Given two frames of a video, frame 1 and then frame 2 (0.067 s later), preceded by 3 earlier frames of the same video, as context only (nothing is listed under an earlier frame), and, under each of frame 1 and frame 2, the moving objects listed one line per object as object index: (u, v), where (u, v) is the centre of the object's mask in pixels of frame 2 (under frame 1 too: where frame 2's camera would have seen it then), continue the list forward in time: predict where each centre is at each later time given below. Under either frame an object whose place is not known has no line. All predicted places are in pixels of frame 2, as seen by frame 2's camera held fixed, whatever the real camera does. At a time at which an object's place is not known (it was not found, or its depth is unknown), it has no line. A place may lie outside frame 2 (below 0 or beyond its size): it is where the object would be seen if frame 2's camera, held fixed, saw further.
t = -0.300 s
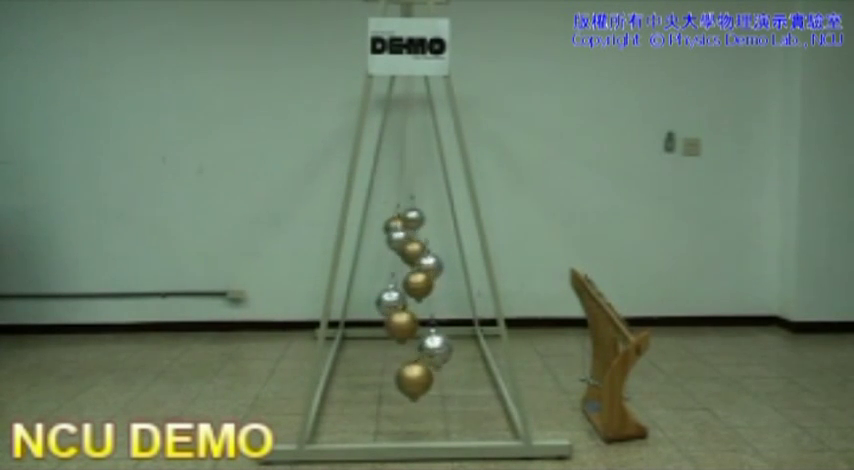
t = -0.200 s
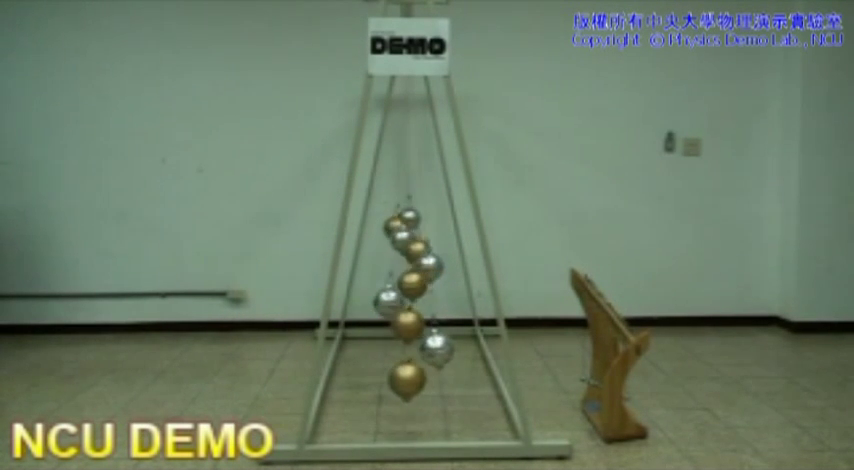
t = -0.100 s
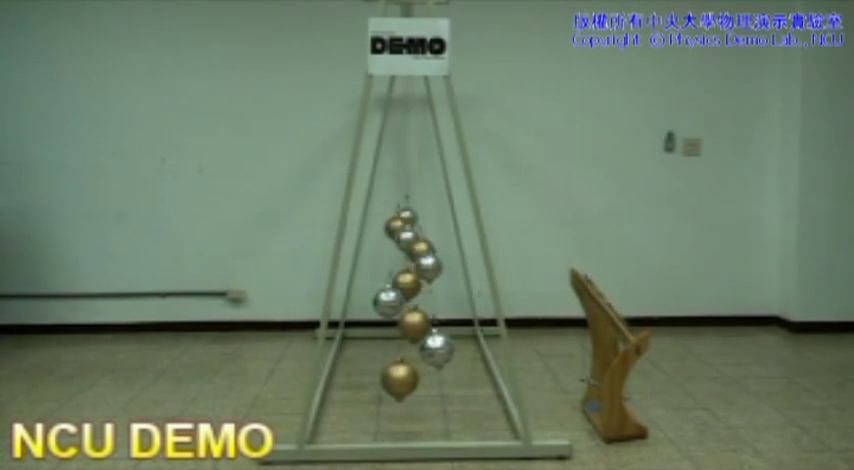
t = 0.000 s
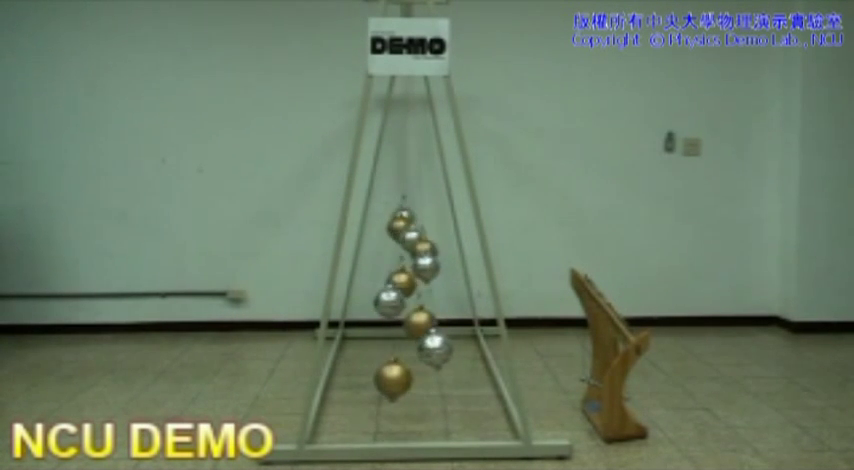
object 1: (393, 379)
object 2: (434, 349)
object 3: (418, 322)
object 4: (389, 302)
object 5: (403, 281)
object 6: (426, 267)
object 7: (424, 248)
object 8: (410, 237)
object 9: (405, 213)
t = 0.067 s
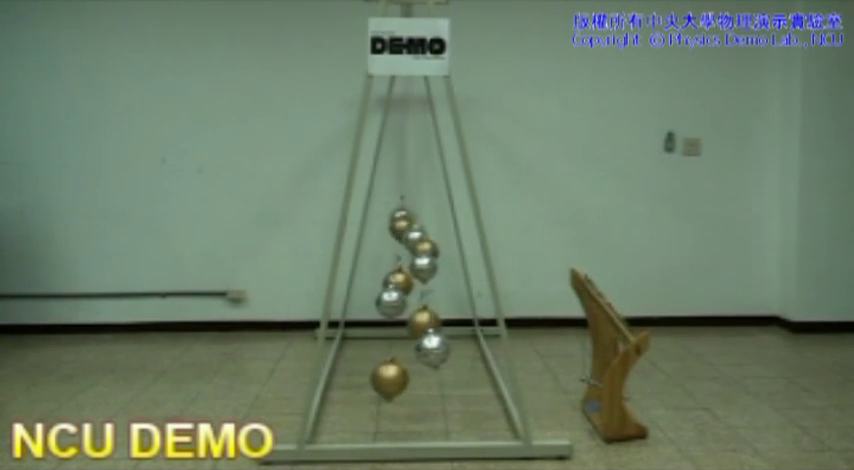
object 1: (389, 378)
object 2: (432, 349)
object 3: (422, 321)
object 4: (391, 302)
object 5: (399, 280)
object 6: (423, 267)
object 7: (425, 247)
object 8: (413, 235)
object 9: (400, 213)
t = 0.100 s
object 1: (388, 378)
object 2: (431, 349)
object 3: (424, 321)
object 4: (392, 303)
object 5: (397, 280)
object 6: (422, 267)
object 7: (426, 248)
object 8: (414, 235)
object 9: (398, 214)
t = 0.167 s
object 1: (385, 378)
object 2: (428, 350)
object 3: (428, 320)
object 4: (394, 302)
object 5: (394, 280)
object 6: (419, 266)
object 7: (427, 248)
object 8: (417, 234)
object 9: (398, 214)
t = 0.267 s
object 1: (382, 378)
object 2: (422, 350)
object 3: (433, 321)
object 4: (399, 302)
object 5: (390, 280)
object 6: (414, 266)
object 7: (427, 249)
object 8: (422, 234)
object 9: (397, 215)
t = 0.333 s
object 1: (382, 378)
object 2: (418, 350)
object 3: (434, 322)
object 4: (403, 302)
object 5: (388, 281)
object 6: (410, 266)
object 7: (425, 250)
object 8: (425, 233)
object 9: (397, 215)
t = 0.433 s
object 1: (382, 378)
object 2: (412, 351)
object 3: (434, 323)
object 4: (408, 302)
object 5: (389, 283)
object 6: (406, 266)
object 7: (422, 251)
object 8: (427, 234)
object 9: (399, 215)
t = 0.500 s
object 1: (383, 379)
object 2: (408, 350)
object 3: (435, 324)
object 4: (413, 302)
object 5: (390, 284)
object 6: (402, 265)
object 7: (419, 251)
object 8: (428, 235)
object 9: (400, 216)
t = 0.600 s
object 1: (388, 378)
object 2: (402, 349)
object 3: (432, 324)
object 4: (417, 300)
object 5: (394, 284)
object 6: (397, 264)
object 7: (416, 251)
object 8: (428, 237)
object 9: (403, 218)
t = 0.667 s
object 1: (390, 380)
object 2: (397, 349)
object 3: (430, 324)
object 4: (421, 299)
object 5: (396, 285)
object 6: (394, 264)
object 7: (413, 251)
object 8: (427, 237)
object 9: (405, 218)
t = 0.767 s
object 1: (396, 379)
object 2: (392, 349)
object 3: (426, 324)
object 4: (427, 298)
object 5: (401, 285)
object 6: (392, 265)
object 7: (408, 248)
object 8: (422, 235)
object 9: (409, 217)
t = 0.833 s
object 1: (400, 379)
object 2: (389, 349)
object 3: (422, 324)
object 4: (430, 298)
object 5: (404, 285)
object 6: (391, 265)
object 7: (405, 248)
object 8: (420, 235)
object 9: (411, 217)
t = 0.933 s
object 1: (408, 379)
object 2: (387, 350)
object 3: (417, 324)
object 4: (432, 300)
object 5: (410, 282)
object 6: (392, 267)
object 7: (402, 249)
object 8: (415, 237)
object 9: (414, 215)
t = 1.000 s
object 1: (413, 379)
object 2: (385, 350)
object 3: (413, 324)
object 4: (432, 301)
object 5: (413, 283)
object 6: (393, 267)
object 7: (399, 248)
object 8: (412, 235)
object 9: (417, 214)
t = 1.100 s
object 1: (420, 379)
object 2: (385, 351)
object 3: (406, 324)
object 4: (432, 302)
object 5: (418, 281)
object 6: (395, 267)
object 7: (396, 248)
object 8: (407, 234)
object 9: (421, 213)
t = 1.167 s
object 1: (424, 378)
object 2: (387, 350)
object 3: (402, 322)
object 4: (431, 302)
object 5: (422, 280)
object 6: (397, 267)
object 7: (394, 248)
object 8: (405, 234)
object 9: (422, 213)
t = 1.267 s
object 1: (430, 378)
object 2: (389, 351)
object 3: (398, 321)
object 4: (428, 302)
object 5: (427, 279)
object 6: (402, 267)
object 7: (393, 248)
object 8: (401, 234)
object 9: (423, 214)
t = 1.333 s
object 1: (434, 378)
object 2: (392, 351)
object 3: (394, 320)
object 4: (426, 302)
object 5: (430, 279)
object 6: (405, 267)
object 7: (394, 249)
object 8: (398, 234)
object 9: (422, 214)
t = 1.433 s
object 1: (437, 378)
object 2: (397, 351)
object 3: (389, 321)
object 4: (421, 302)
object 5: (434, 280)
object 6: (411, 267)
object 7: (396, 250)
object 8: (395, 234)
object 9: (421, 214)
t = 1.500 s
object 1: (439, 378)
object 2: (401, 351)
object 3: (388, 322)
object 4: (417, 302)
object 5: (433, 281)
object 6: (413, 267)
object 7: (398, 250)
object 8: (394, 234)
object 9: (420, 215)
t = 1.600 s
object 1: (440, 378)
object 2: (407, 351)
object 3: (387, 324)
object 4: (411, 303)
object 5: (432, 283)
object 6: (418, 264)
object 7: (403, 251)
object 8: (393, 235)
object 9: (417, 218)
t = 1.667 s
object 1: (439, 378)
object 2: (411, 350)
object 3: (388, 324)
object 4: (407, 302)
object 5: (429, 284)
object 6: (421, 264)
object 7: (406, 251)
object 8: (393, 237)
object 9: (416, 215)
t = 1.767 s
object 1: (437, 378)
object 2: (418, 350)
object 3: (390, 324)
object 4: (402, 300)
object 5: (426, 284)
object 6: (425, 262)
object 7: (409, 250)
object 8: (396, 235)
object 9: (412, 218)
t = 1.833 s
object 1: (434, 378)
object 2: (422, 349)
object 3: (391, 324)
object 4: (399, 299)
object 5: (423, 284)
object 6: (427, 263)
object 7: (411, 250)
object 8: (399, 236)
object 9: (410, 217)
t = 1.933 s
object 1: (429, 378)
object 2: (428, 348)
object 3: (396, 324)
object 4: (393, 299)
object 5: (418, 284)
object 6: (430, 264)
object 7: (416, 249)
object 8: (403, 236)
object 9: (407, 215)
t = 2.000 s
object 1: (425, 379)
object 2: (431, 348)
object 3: (399, 324)
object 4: (390, 300)
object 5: (415, 283)
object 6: (430, 265)
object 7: (418, 249)
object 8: (406, 237)
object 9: (404, 214)
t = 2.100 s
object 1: (418, 379)
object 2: (434, 350)
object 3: (405, 324)
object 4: (389, 301)
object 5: (409, 282)
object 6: (428, 267)
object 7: (423, 248)
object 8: (412, 236)
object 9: (400, 213)
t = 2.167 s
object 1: (413, 379)
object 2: (436, 350)
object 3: (410, 324)
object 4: (389, 301)
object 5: (406, 282)
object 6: (426, 267)
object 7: (424, 247)
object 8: (414, 235)
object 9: (398, 213)
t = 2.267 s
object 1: (406, 379)
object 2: (436, 349)
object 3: (415, 324)
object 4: (389, 302)
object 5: (401, 280)
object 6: (422, 267)
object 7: (426, 248)
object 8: (419, 234)
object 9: (397, 215)
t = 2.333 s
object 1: (402, 379)
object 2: (435, 349)
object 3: (418, 322)
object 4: (390, 302)
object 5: (397, 280)
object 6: (420, 267)
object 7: (427, 248)
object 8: (421, 234)
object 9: (397, 214)
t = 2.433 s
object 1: (395, 379)
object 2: (433, 349)
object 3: (422, 321)
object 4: (393, 303)
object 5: (392, 280)
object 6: (414, 266)
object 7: (427, 249)
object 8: (425, 234)
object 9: (399, 217)
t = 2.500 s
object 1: (391, 379)
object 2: (431, 350)
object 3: (427, 321)
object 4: (396, 303)
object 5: (390, 280)
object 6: (411, 266)
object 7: (424, 250)
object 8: (427, 235)
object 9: (401, 218)
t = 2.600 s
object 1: (386, 379)
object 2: (426, 350)
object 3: (432, 321)
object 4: (402, 302)
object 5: (387, 282)
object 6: (406, 266)
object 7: (421, 251)
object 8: (428, 236)
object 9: (403, 219)
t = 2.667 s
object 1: (384, 378)
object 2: (422, 350)
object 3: (434, 321)
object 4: (405, 302)
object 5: (388, 283)
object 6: (403, 266)
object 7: (418, 251)
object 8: (428, 237)
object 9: (406, 218)
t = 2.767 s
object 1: (382, 378)
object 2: (416, 350)
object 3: (435, 323)
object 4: (411, 302)
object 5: (391, 284)
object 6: (399, 265)
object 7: (415, 251)
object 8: (426, 238)
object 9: (408, 218)
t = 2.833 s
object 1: (383, 378)
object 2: (412, 351)
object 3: (434, 323)
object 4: (415, 302)
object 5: (394, 283)
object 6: (396, 263)
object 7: (412, 250)
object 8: (424, 237)
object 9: (411, 217)
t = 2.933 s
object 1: (384, 378)
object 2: (405, 350)
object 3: (432, 323)
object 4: (420, 300)
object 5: (398, 284)
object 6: (393, 263)
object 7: (408, 250)
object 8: (420, 238)
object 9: (414, 215)
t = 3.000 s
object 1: (385, 378)
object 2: (402, 349)
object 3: (430, 324)
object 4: (424, 299)
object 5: (401, 284)
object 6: (391, 264)
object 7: (405, 250)
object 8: (416, 237)
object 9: (416, 213)
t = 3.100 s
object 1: (389, 380)
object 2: (396, 349)
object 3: (426, 323)
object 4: (429, 298)
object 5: (406, 283)
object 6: (391, 266)
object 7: (401, 248)
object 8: (411, 236)
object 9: (420, 213)
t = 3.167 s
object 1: (393, 380)
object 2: (392, 348)
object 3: (422, 324)
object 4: (431, 299)
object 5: (410, 283)
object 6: (392, 266)
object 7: (399, 248)
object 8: (408, 234)
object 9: (421, 213)
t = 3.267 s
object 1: (399, 379)
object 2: (388, 349)
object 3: (417, 324)
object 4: (433, 300)
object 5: (415, 281)
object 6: (395, 267)
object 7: (396, 248)
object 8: (405, 233)
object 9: (424, 214)
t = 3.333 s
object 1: (404, 379)
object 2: (387, 350)
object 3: (413, 324)
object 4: (433, 301)
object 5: (418, 281)
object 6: (397, 266)
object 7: (394, 247)
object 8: (402, 233)
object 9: (423, 215)
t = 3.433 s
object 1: (411, 379)
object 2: (386, 350)
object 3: (407, 324)
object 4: (431, 302)
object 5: (423, 280)
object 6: (401, 266)
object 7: (394, 248)
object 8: (397, 233)
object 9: (422, 215)
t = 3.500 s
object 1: (416, 379)
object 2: (386, 350)
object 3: (403, 323)
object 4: (429, 302)
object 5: (427, 279)
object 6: (404, 267)
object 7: (395, 248)
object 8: (395, 233)
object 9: (420, 215)
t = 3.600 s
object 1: (423, 378)
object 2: (387, 350)
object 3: (399, 322)
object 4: (426, 302)
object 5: (432, 280)
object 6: (410, 267)
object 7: (397, 249)
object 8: (393, 234)
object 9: (417, 215)
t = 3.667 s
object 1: (427, 378)
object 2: (390, 350)
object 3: (395, 321)
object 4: (423, 302)
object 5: (434, 280)
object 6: (413, 267)
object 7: (399, 249)
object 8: (392, 235)
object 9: (415, 215)
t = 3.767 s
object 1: (432, 378)
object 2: (393, 350)
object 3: (389, 321)
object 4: (418, 302)
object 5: (433, 281)
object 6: (417, 265)
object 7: (404, 249)
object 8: (393, 237)
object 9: (412, 214)
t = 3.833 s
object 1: (435, 378)
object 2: (397, 350)
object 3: (388, 321)
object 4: (414, 302)
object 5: (432, 282)
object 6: (420, 264)
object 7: (406, 250)
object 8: (395, 237)
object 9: (409, 214)
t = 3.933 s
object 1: (438, 377)
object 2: (403, 350)
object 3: (387, 322)
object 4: (409, 302)
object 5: (429, 283)
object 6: (424, 263)
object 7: (410, 249)
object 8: (399, 236)
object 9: (407, 213)
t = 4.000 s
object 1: (439, 378)
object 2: (407, 350)
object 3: (388, 324)
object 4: (404, 301)
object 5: (426, 284)
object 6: (427, 263)
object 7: (413, 249)
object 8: (402, 236)
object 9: (405, 213)
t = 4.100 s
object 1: (439, 377)
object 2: (414, 350)
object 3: (389, 324)
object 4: (400, 300)
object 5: (421, 284)
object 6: (429, 264)
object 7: (417, 249)
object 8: (407, 236)
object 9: (400, 213)
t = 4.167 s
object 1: (438, 377)
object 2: (418, 349)
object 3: (392, 324)
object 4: (396, 299)
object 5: (418, 284)
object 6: (430, 264)
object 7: (418, 248)
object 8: (410, 235)
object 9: (398, 213)
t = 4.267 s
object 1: (435, 378)
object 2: (424, 349)
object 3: (396, 325)
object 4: (392, 299)
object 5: (413, 283)
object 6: (428, 265)
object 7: (423, 248)
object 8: (414, 235)
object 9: (397, 214)
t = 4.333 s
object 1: (432, 378)
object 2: (427, 349)
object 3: (399, 325)
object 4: (390, 299)
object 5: (410, 282)
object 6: (427, 266)
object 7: (424, 248)
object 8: (417, 234)
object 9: (398, 214)
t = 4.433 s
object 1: (427, 378)
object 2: (432, 349)
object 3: (405, 324)
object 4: (389, 300)
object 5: (405, 281)
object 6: (423, 266)
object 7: (425, 248)
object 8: (421, 234)
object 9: (399, 214)
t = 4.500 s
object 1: (423, 378)
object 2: (435, 348)
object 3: (409, 324)
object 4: (389, 303)
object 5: (401, 281)
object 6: (420, 267)
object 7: (426, 248)
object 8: (424, 234)
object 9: (400, 214)
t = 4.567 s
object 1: (418, 379)
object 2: (436, 349)
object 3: (413, 324)
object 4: (390, 302)
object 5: (397, 280)
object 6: (417, 266)
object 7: (426, 249)
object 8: (426, 234)
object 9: (402, 214)
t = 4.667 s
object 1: (411, 379)
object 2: (436, 349)
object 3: (418, 322)
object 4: (392, 303)
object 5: (393, 279)
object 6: (413, 266)
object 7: (422, 247)
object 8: (428, 234)
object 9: (405, 215)
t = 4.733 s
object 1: (406, 379)
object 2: (435, 349)
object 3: (420, 321)
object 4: (395, 303)
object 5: (391, 279)
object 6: (410, 266)
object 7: (420, 247)
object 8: (427, 235)
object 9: (407, 217)
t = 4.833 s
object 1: (399, 379)
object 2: (433, 350)
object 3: (426, 320)
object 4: (399, 303)
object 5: (389, 281)
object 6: (404, 265)
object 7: (416, 248)
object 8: (424, 235)
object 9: (411, 217)
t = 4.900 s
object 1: (394, 379)
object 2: (431, 350)
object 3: (429, 320)
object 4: (402, 302)
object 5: (387, 282)
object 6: (401, 265)
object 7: (413, 248)
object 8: (422, 235)
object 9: (412, 215)
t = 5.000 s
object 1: (389, 378)
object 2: (426, 350)
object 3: (433, 320)
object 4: (408, 302)
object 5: (391, 283)
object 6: (397, 263)
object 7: (409, 248)
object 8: (419, 236)
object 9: (416, 214)
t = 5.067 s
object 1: (386, 378)
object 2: (422, 350)
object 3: (434, 321)
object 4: (412, 302)
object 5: (393, 284)
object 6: (394, 263)
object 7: (406, 248)
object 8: (416, 235)
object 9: (418, 213)
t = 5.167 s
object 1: (384, 378)
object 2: (416, 351)
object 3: (434, 322)
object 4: (417, 301)
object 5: (398, 284)
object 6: (392, 264)
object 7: (403, 248)
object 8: (412, 235)
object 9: (420, 213)
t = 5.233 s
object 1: (382, 378)
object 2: (412, 351)
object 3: (433, 323)
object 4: (420, 300)
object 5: (401, 284)
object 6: (391, 264)
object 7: (401, 248)
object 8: (410, 235)
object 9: (421, 213)
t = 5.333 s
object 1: (382, 378)
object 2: (405, 351)
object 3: (430, 323)
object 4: (426, 299)
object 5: (406, 283)
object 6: (392, 265)
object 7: (398, 248)
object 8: (405, 234)
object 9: (421, 213)
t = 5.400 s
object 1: (384, 378)
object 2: (402, 350)
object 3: (427, 324)
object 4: (429, 298)
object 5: (410, 282)
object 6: (394, 267)
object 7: (397, 248)
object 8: (402, 234)
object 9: (421, 214)
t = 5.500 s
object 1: (387, 378)
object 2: (396, 349)
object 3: (423, 324)
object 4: (432, 299)
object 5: (414, 281)
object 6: (397, 267)
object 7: (396, 248)
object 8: (398, 234)
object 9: (419, 214)
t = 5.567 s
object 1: (390, 380)
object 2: (392, 349)
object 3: (420, 324)
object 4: (433, 299)
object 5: (418, 281)
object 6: (399, 267)
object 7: (395, 248)
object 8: (395, 233)
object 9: (417, 214)
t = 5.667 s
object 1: (395, 379)
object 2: (388, 349)
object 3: (414, 324)
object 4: (432, 301)
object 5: (423, 280)
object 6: (404, 267)
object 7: (396, 248)
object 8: (393, 233)
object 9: (414, 214)
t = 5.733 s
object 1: (399, 379)
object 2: (387, 349)
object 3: (410, 323)
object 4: (431, 302)
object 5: (426, 279)
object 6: (407, 267)
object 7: (398, 248)
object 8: (393, 233)
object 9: (412, 215)
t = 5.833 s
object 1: (406, 379)
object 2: (386, 350)
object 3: (405, 323)
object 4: (428, 303)
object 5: (430, 279)
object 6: (412, 267)
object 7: (401, 249)
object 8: (394, 234)
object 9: (409, 214)
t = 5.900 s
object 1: (411, 379)
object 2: (386, 350)
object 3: (402, 322)
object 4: (425, 303)
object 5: (433, 280)
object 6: (416, 266)
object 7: (404, 249)
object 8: (394, 235)
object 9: (407, 214)
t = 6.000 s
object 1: (419, 378)
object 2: (388, 350)
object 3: (396, 321)
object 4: (421, 302)
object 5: (434, 281)
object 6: (419, 265)
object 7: (408, 249)
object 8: (398, 236)
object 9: (405, 213)
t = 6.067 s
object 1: (423, 378)
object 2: (389, 350)
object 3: (393, 320)
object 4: (417, 302)
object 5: (433, 282)
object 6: (422, 264)
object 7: (411, 249)
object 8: (401, 235)
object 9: (402, 213)
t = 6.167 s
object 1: (429, 378)
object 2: (394, 351)
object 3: (389, 320)
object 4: (412, 302)
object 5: (429, 282)
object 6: (426, 263)
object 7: (414, 249)
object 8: (406, 235)
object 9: (398, 213)
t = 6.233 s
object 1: (433, 378)
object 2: (397, 350)
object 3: (387, 321)
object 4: (408, 302)
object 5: (426, 283)
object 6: (428, 263)
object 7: (417, 249)
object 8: (409, 235)
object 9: (397, 214)
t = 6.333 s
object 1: (436, 377)
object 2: (403, 350)
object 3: (387, 323)
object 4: (403, 301)
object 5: (421, 284)
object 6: (429, 264)
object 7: (420, 248)
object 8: (413, 235)
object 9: (398, 214)
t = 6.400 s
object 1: (438, 378)
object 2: (407, 350)
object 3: (388, 324)
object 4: (400, 300)
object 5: (418, 283)
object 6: (430, 265)
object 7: (422, 248)
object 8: (416, 234)
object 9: (398, 214)
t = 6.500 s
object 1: (439, 377)
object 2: (414, 350)
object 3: (391, 325)
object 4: (395, 299)
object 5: (413, 283)
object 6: (427, 265)
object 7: (424, 247)
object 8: (419, 233)
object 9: (401, 214)
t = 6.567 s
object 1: (439, 378)
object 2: (418, 349)
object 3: (394, 325)
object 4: (392, 299)
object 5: (410, 282)
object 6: (426, 266)
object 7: (424, 248)
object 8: (422, 233)
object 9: (402, 214)
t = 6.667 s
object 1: (437, 378)
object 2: (424, 348)
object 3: (399, 325)
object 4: (389, 300)
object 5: (405, 281)
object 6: (421, 266)
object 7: (425, 248)
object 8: (426, 234)
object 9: (405, 214)
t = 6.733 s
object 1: (434, 378)
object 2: (427, 348)
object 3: (403, 325)
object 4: (389, 300)
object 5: (402, 281)
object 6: (418, 267)
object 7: (424, 248)
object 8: (428, 234)
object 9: (407, 214)
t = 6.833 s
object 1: (430, 378)
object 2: (431, 348)
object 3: (408, 324)
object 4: (390, 302)
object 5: (397, 280)
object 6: (413, 266)
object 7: (421, 247)
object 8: (427, 235)
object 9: (410, 217)
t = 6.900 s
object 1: (426, 378)
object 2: (434, 348)
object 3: (412, 324)
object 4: (391, 302)
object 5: (394, 280)
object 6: (410, 266)
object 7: (419, 247)
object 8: (426, 235)
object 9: (413, 216)
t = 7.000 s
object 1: (420, 379)
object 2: (435, 348)
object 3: (416, 322)
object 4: (394, 304)
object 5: (390, 280)
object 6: (405, 265)
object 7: (417, 249)
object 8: (423, 235)
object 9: (414, 214)
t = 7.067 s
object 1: (415, 379)
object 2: (435, 349)
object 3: (420, 322)
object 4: (397, 304)
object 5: (389, 280)
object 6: (402, 264)
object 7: (413, 248)
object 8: (420, 235)
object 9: (417, 213)
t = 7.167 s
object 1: (407, 379)
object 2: (434, 349)
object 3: (424, 320)
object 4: (402, 303)
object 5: (389, 282)
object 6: (398, 263)
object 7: (409, 248)
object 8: (416, 235)
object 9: (421, 213)
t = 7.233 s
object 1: (403, 379)
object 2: (433, 350)
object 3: (428, 320)
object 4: (405, 302)
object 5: (391, 282)
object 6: (396, 263)
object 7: (406, 248)
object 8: (414, 235)
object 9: (422, 213)
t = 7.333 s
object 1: (396, 379)
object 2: (429, 349)
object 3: (432, 320)
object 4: (411, 302)
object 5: (394, 282)
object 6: (392, 263)
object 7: (404, 249)
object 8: (409, 235)
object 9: (421, 213)
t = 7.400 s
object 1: (392, 379)
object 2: (426, 350)
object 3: (435, 321)
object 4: (415, 301)
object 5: (398, 283)
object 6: (391, 263)
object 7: (401, 249)
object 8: (406, 235)
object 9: (421, 214)
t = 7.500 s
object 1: (387, 378)
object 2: (420, 350)
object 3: (434, 321)
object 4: (419, 300)
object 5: (402, 282)
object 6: (391, 265)
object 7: (398, 248)
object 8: (402, 235)
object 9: (419, 214)
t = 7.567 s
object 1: (385, 378)
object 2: (416, 350)
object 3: (432, 322)
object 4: (422, 299)
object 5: (406, 282)
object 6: (393, 266)
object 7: (397, 248)
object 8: (399, 234)
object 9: (418, 215)
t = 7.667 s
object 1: (383, 379)
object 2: (409, 350)
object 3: (430, 322)
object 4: (427, 297)
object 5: (411, 282)
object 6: (397, 267)
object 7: (396, 248)
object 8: (396, 234)
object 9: (414, 215)
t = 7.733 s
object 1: (383, 379)
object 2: (406, 350)
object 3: (428, 323)
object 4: (430, 298)
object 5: (414, 282)
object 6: (400, 267)
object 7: (396, 248)
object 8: (395, 234)
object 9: (413, 215)
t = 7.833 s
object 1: (384, 377)
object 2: (400, 349)
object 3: (423, 323)
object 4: (432, 299)
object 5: (420, 281)
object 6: (403, 266)
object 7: (398, 247)
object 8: (394, 233)
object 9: (409, 215)
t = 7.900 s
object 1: (385, 378)
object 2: (396, 349)
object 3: (420, 323)
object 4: (433, 300)
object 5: (424, 280)
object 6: (406, 266)
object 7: (399, 247)
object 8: (394, 234)
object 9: (407, 214)
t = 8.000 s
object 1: (389, 379)
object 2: (391, 349)
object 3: (415, 323)
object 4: (431, 302)
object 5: (428, 279)
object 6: (411, 266)
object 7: (403, 248)
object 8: (396, 234)
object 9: (405, 213)
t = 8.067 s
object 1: (392, 379)
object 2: (389, 348)
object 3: (411, 323)
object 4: (429, 303)
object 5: (429, 279)
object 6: (415, 265)
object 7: (405, 248)
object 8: (398, 235)
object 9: (402, 213)
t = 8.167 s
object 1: (398, 380)
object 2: (386, 349)
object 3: (405, 322)
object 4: (426, 302)
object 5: (433, 280)
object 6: (419, 265)
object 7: (409, 248)
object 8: (401, 236)
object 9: (398, 213)
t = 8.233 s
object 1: (402, 378)
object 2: (386, 349)
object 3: (402, 322)
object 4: (423, 302)
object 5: (434, 280)
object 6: (421, 264)
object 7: (412, 248)
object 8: (405, 236)
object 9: (397, 214)
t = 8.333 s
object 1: (409, 379)
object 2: (387, 350)
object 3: (397, 321)
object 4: (418, 302)
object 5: (431, 281)
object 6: (425, 263)
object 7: (416, 248)
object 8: (409, 235)
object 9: (398, 214)
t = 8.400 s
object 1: (414, 378)
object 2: (388, 350)
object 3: (393, 320)
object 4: (415, 302)
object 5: (429, 282)
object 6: (427, 263)
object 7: (418, 248)
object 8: (412, 235)
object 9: (399, 214)
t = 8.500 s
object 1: (421, 378)
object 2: (391, 350)
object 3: (389, 321)
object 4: (409, 302)
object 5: (426, 282)
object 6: (429, 263)
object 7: (421, 248)
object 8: (416, 235)
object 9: (401, 215)
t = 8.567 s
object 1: (425, 378)
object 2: (394, 350)
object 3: (388, 321)
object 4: (405, 301)
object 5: (422, 281)
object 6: (429, 263)
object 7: (422, 248)
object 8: (418, 234)
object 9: (402, 215)
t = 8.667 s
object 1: (431, 378)
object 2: (400, 350)
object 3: (387, 322)
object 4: (401, 300)
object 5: (417, 281)
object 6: (428, 264)
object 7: (423, 247)
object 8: (424, 234)
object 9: (406, 215)
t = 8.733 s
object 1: (434, 378)
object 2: (403, 350)
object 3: (388, 323)
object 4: (398, 299)
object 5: (414, 281)
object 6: (426, 265)
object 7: (423, 248)
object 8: (426, 234)
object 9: (408, 217)
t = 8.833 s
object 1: (437, 378)
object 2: (410, 350)
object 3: (391, 323)
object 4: (393, 298)
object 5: (409, 281)
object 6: (421, 265)
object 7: (423, 248)
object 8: (427, 235)
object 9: (411, 215)
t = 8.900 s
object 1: (439, 378)
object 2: (414, 350)
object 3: (394, 324)
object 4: (390, 299)
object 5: (406, 281)
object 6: (419, 265)
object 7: (422, 248)
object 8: (427, 235)
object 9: (413, 214)
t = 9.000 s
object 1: (439, 378)
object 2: (420, 349)
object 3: (399, 324)
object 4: (388, 300)
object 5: (401, 280)
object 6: (414, 265)
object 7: (420, 248)
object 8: (425, 234)
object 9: (415, 214)
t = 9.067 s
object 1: (438, 378)
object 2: (423, 349)
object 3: (402, 324)
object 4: (389, 300)
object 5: (398, 280)
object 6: (410, 265)
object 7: (418, 248)
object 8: (423, 234)
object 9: (417, 213)
